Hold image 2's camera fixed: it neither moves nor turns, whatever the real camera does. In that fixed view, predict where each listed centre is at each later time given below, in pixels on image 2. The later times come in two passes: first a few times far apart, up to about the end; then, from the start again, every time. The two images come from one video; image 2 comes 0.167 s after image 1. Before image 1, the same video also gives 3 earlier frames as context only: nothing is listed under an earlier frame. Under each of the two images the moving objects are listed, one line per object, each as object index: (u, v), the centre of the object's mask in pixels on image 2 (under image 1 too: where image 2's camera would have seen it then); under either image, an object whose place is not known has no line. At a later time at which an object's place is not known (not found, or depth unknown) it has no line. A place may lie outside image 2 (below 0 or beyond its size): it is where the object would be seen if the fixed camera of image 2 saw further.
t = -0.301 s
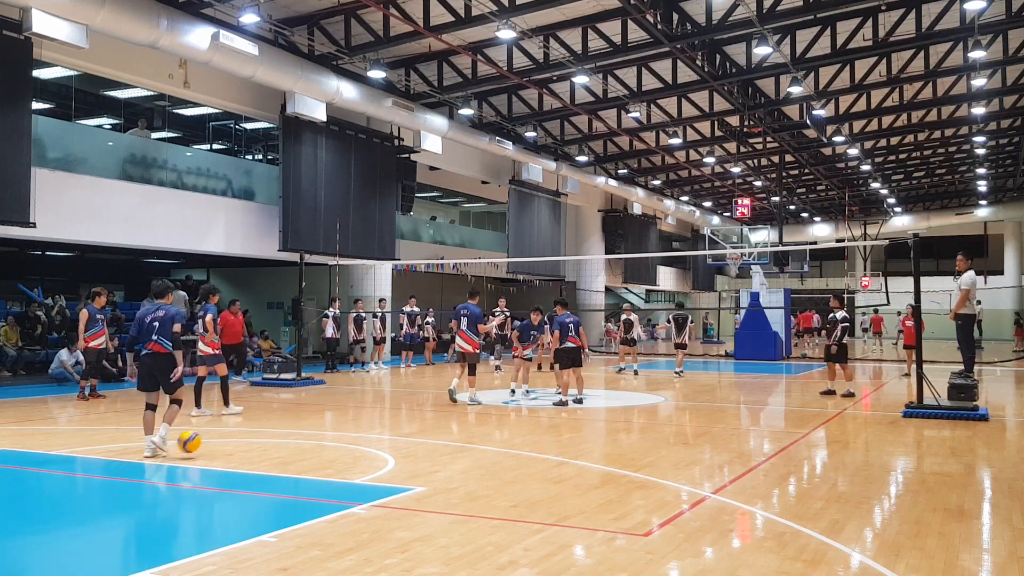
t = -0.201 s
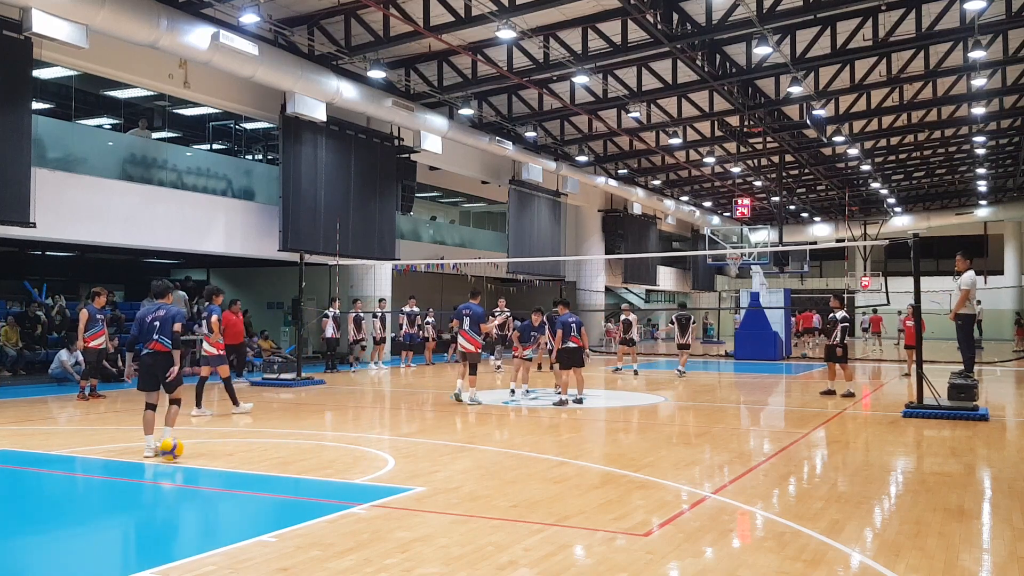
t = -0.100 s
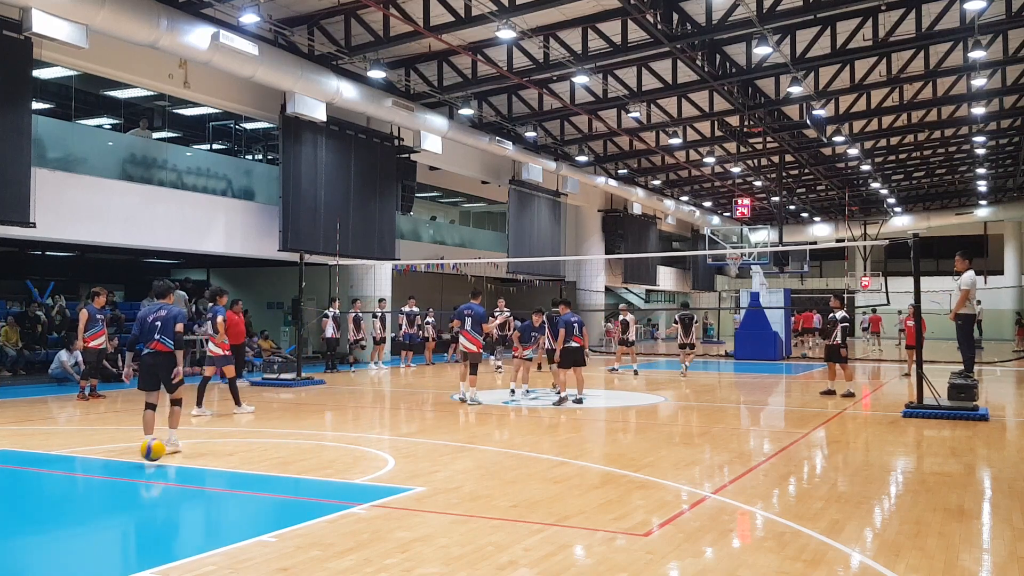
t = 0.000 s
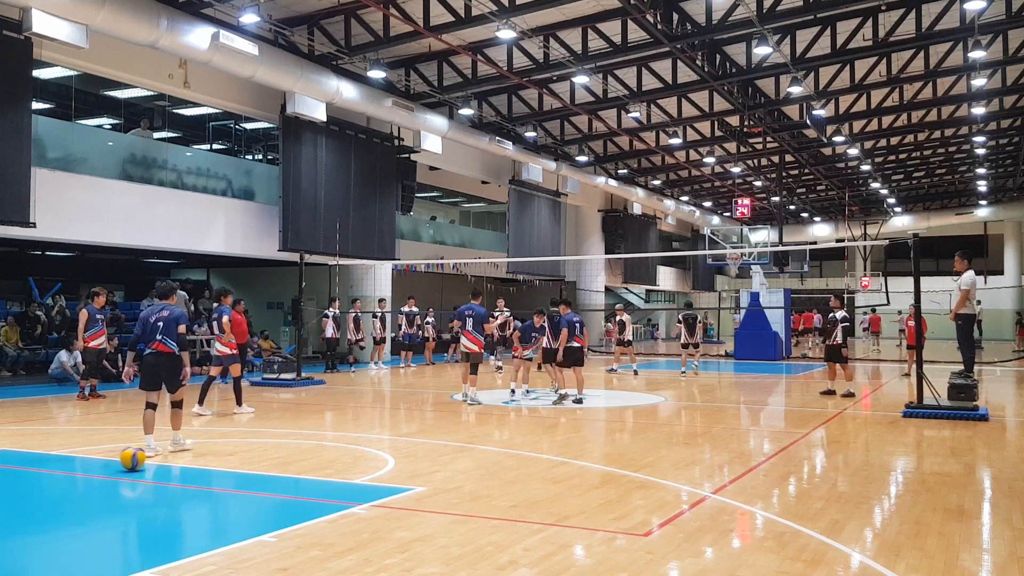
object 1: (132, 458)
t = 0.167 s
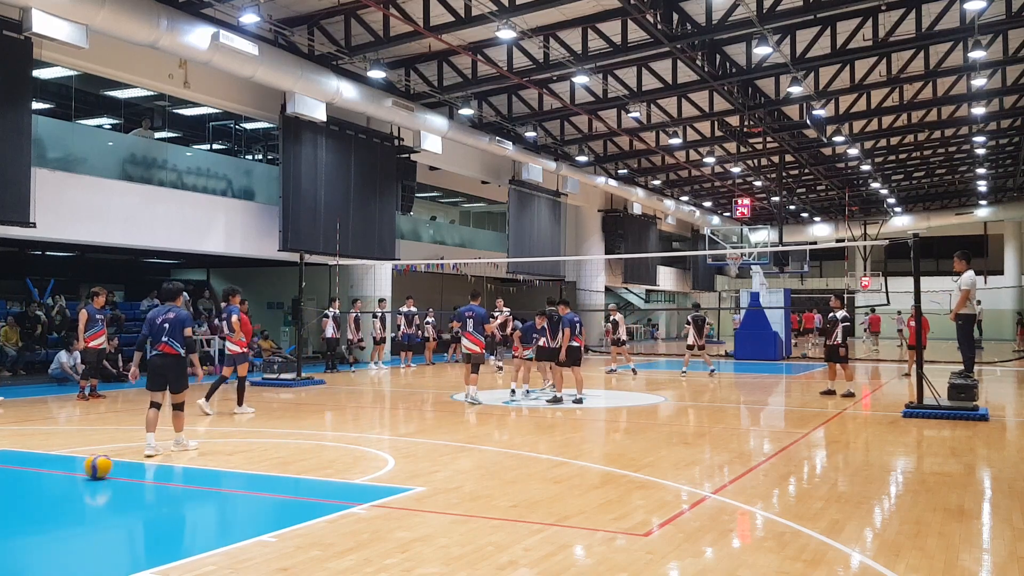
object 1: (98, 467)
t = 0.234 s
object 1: (83, 467)
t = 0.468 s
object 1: (27, 481)
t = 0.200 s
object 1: (90, 466)
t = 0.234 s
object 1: (83, 467)
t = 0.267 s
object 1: (76, 468)
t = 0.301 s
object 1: (68, 472)
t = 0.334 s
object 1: (60, 473)
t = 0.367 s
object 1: (52, 473)
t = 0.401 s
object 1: (44, 475)
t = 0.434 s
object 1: (35, 479)
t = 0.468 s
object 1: (27, 481)
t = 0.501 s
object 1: (18, 481)
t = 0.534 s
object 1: (12, 483)
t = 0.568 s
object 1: (7, 486)
